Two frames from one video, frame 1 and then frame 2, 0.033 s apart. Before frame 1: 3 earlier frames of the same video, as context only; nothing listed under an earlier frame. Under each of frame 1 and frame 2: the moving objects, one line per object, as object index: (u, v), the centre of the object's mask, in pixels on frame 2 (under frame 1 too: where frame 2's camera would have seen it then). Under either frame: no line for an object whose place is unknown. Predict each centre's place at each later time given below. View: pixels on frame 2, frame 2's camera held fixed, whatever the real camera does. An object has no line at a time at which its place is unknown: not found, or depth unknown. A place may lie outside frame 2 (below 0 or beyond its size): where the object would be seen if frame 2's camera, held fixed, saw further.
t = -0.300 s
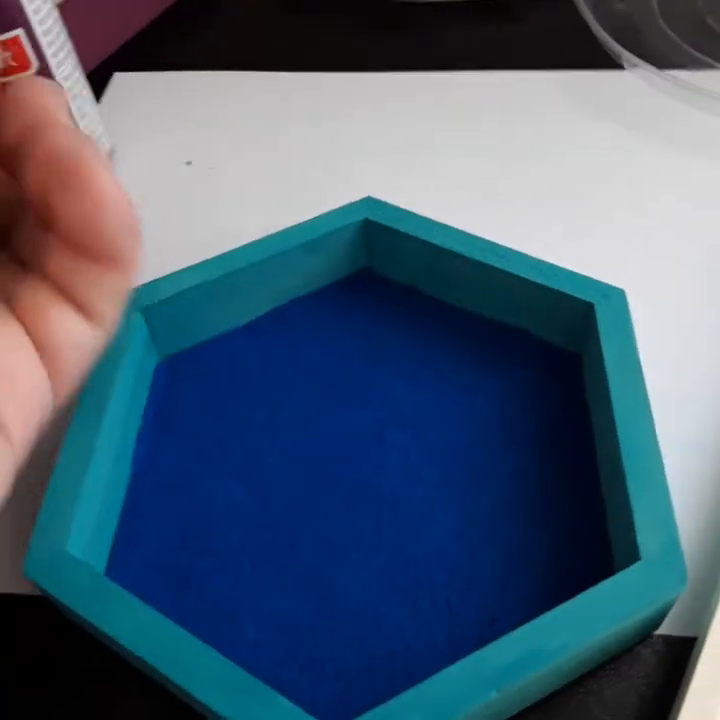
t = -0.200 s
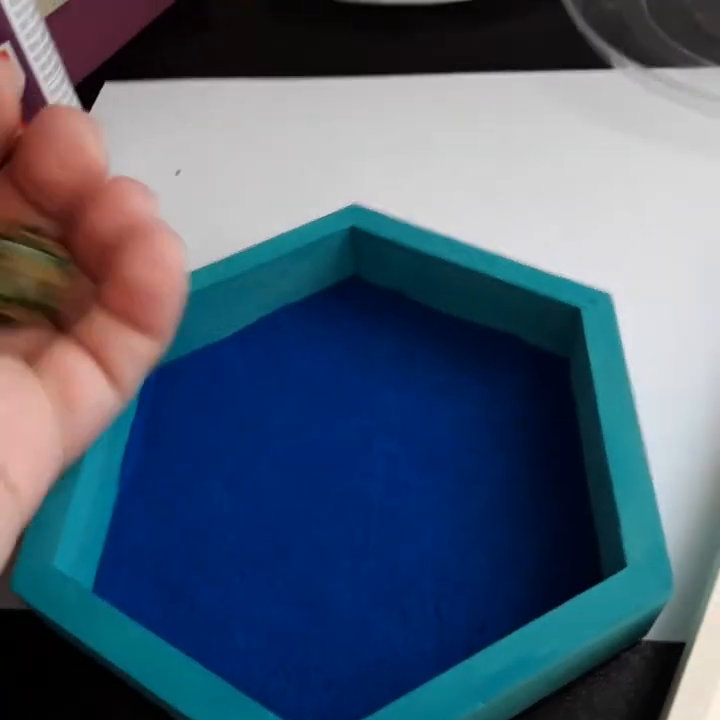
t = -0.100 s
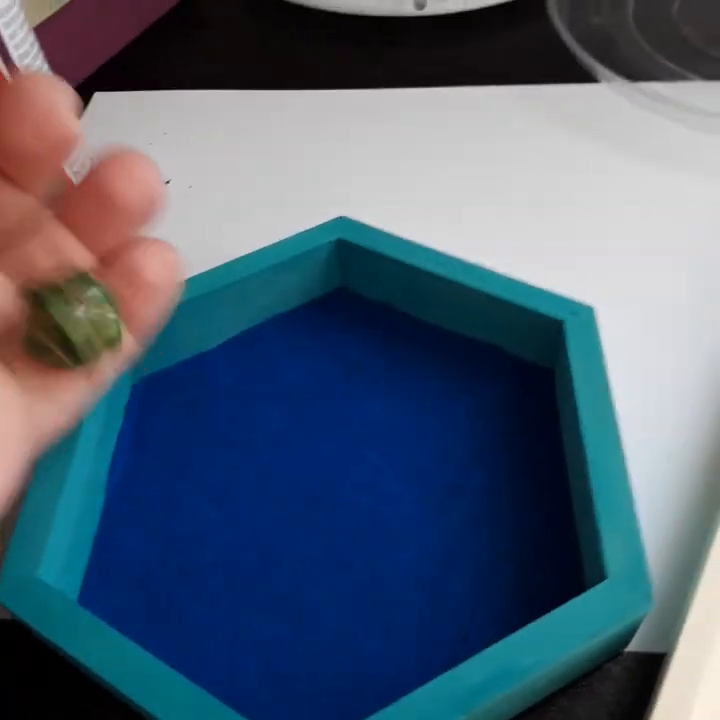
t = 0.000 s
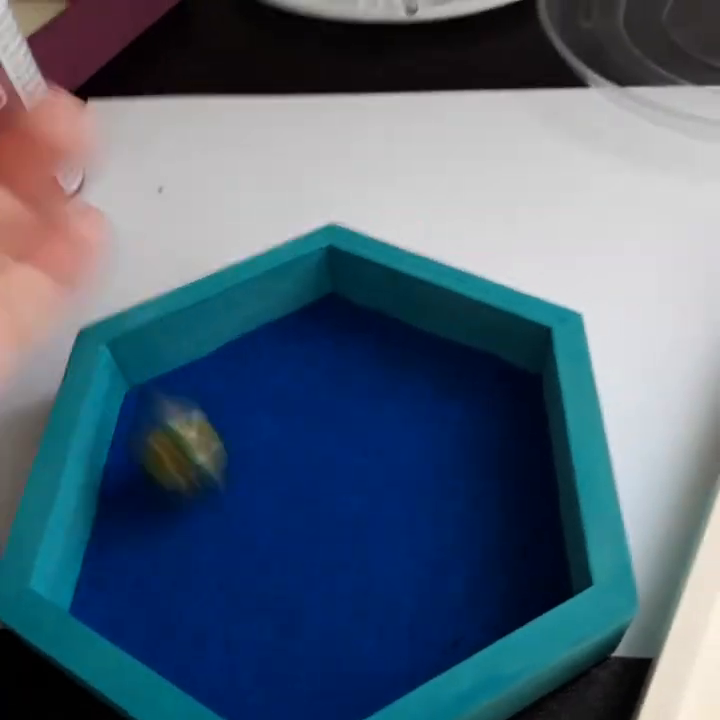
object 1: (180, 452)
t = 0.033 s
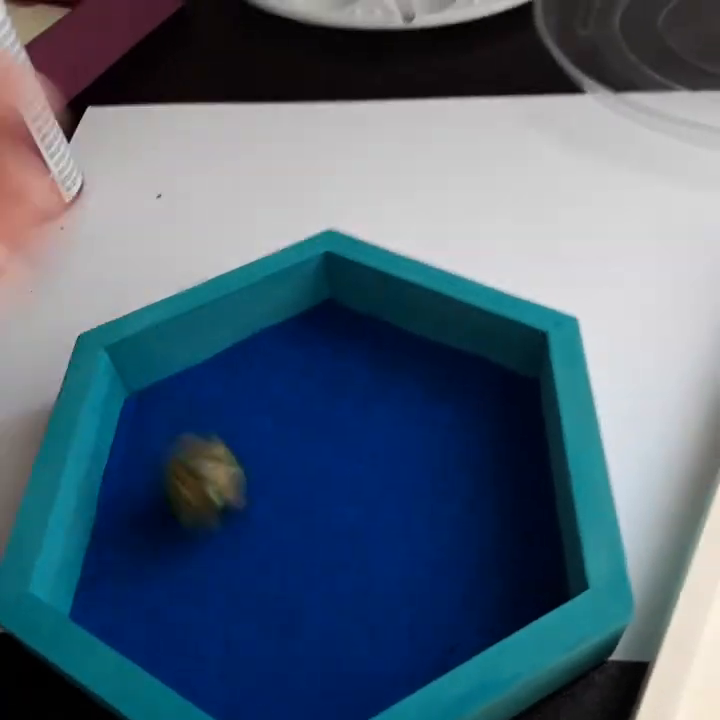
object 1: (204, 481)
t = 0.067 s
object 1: (225, 506)
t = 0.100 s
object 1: (249, 541)
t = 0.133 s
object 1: (271, 571)
